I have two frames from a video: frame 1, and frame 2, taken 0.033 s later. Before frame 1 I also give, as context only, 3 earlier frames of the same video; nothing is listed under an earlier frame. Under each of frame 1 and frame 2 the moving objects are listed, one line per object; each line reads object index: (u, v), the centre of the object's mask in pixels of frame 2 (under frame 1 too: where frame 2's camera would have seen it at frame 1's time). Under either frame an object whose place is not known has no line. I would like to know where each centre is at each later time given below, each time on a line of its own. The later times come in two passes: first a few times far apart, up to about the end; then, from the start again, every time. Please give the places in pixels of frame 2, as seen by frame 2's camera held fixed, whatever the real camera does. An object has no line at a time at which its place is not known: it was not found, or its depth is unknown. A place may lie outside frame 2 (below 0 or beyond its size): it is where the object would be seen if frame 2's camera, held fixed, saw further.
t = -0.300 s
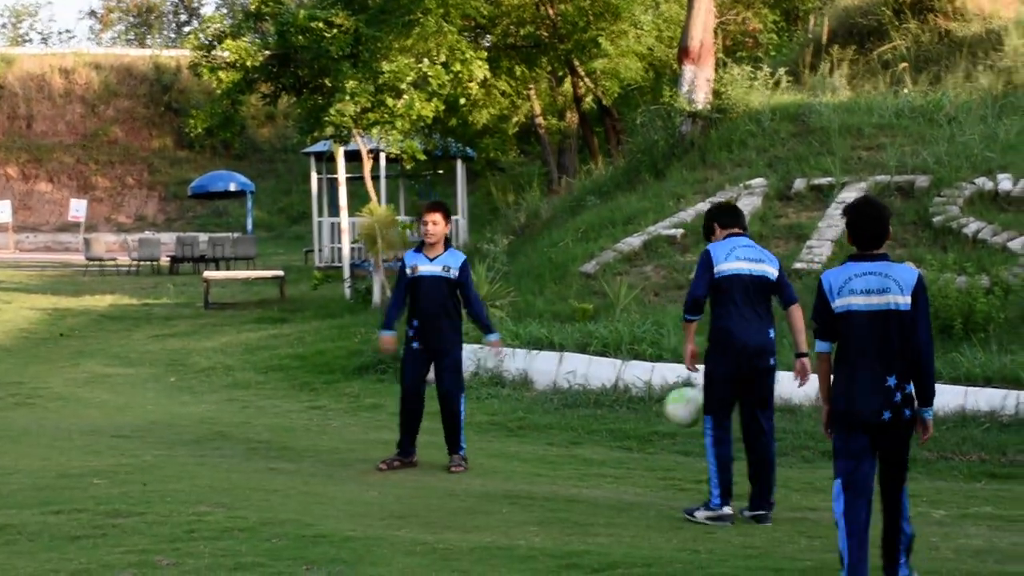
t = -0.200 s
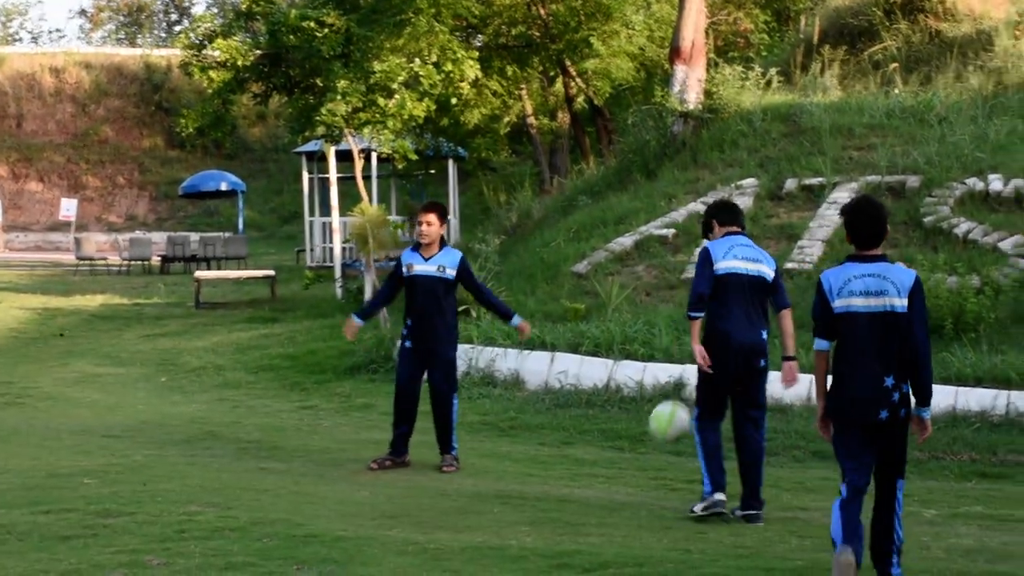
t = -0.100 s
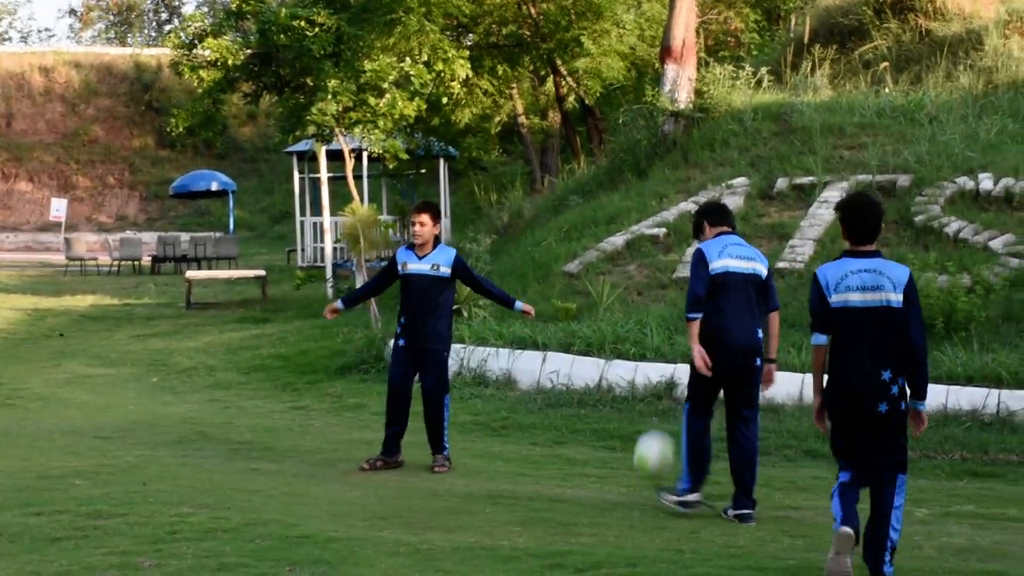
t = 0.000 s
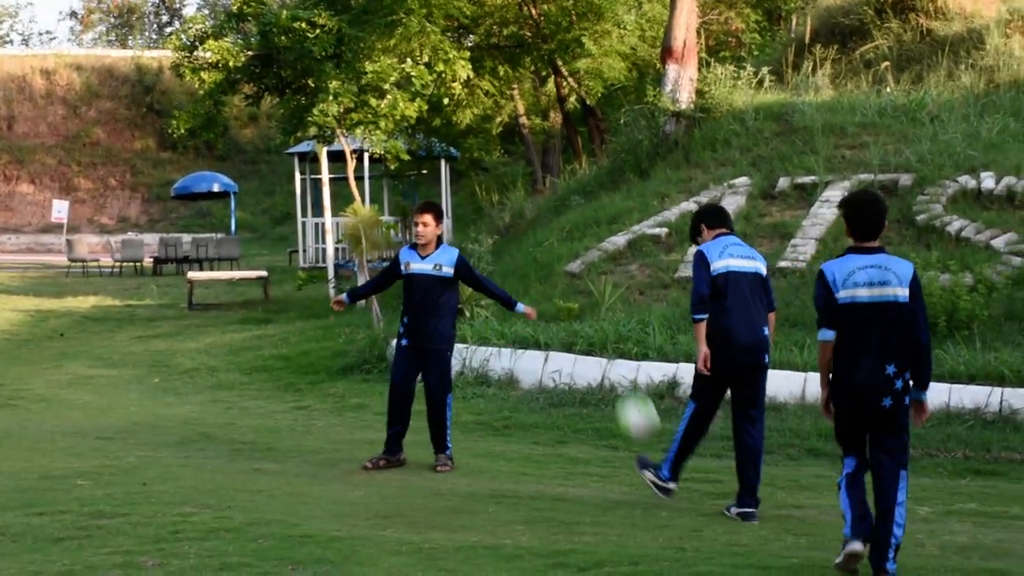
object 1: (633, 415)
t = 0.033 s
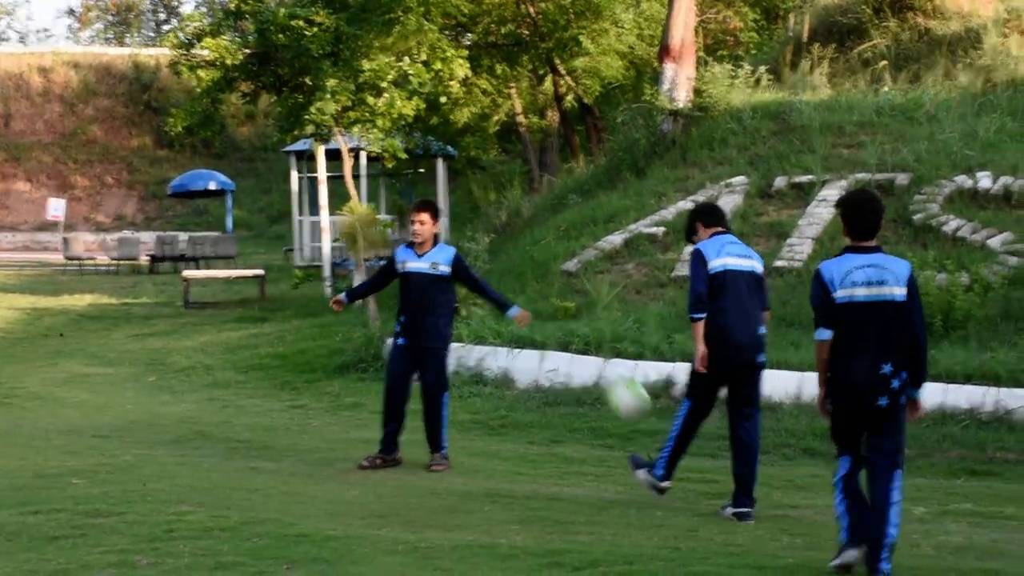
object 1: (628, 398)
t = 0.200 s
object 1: (596, 333)
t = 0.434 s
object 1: (555, 330)
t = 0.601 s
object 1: (527, 388)
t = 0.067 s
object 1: (621, 381)
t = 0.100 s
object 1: (614, 364)
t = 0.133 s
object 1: (608, 351)
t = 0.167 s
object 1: (603, 341)
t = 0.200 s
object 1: (596, 333)
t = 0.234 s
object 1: (590, 326)
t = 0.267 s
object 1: (585, 321)
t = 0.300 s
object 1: (579, 318)
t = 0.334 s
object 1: (573, 319)
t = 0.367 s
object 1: (567, 320)
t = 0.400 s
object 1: (561, 324)
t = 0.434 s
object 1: (555, 330)
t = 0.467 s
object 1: (550, 336)
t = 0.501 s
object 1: (547, 343)
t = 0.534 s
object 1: (543, 355)
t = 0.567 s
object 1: (534, 374)
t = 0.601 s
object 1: (527, 388)
